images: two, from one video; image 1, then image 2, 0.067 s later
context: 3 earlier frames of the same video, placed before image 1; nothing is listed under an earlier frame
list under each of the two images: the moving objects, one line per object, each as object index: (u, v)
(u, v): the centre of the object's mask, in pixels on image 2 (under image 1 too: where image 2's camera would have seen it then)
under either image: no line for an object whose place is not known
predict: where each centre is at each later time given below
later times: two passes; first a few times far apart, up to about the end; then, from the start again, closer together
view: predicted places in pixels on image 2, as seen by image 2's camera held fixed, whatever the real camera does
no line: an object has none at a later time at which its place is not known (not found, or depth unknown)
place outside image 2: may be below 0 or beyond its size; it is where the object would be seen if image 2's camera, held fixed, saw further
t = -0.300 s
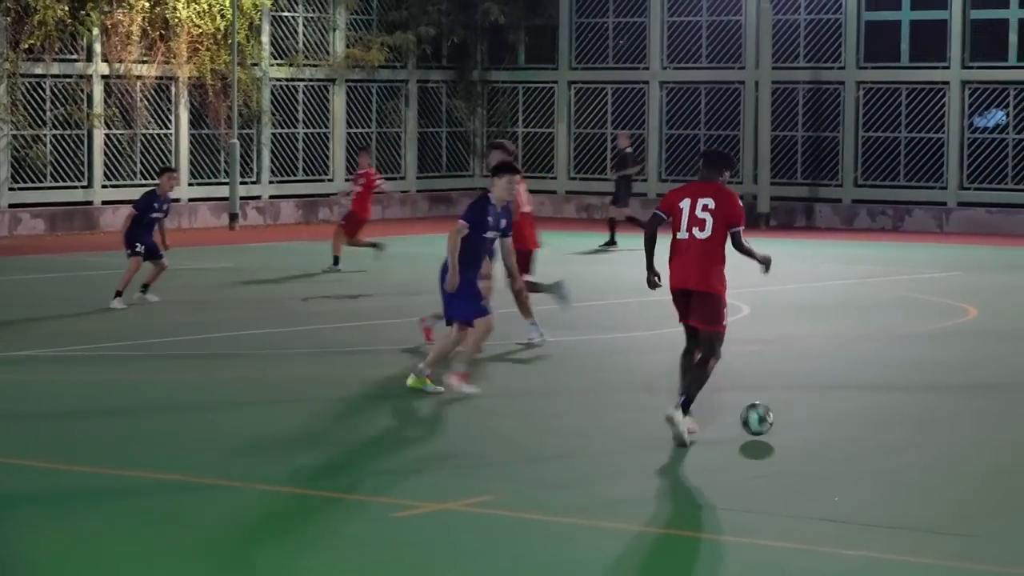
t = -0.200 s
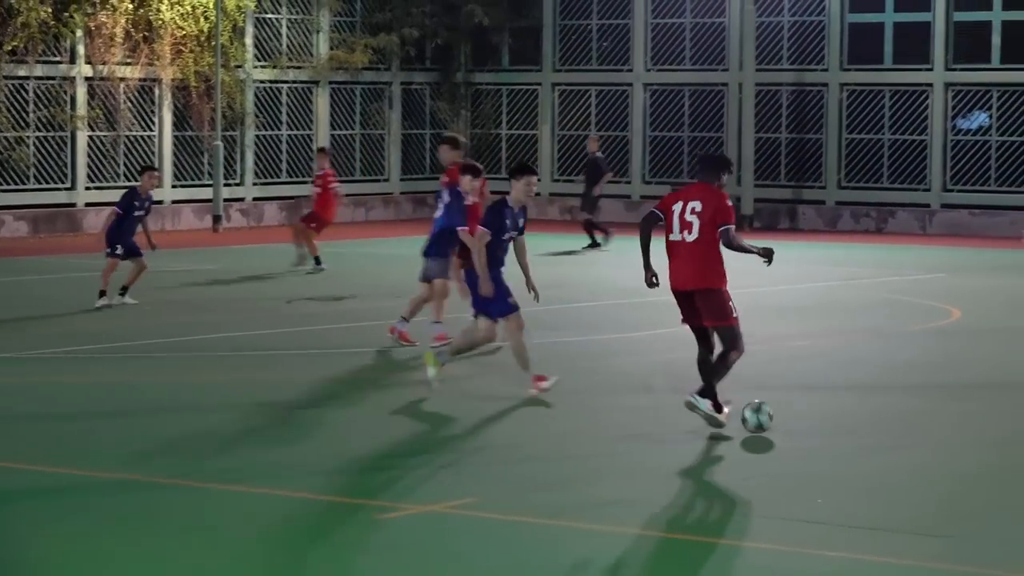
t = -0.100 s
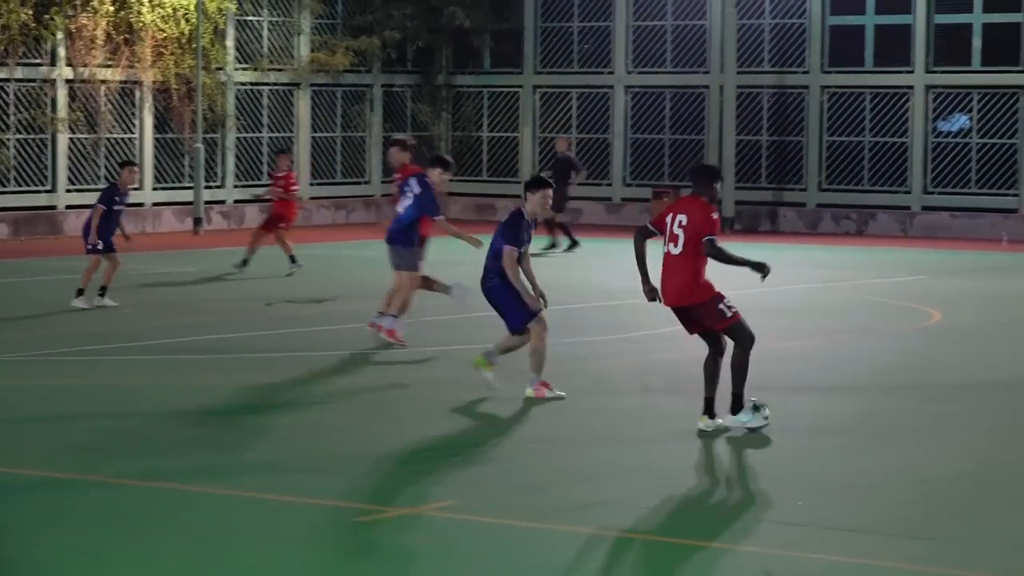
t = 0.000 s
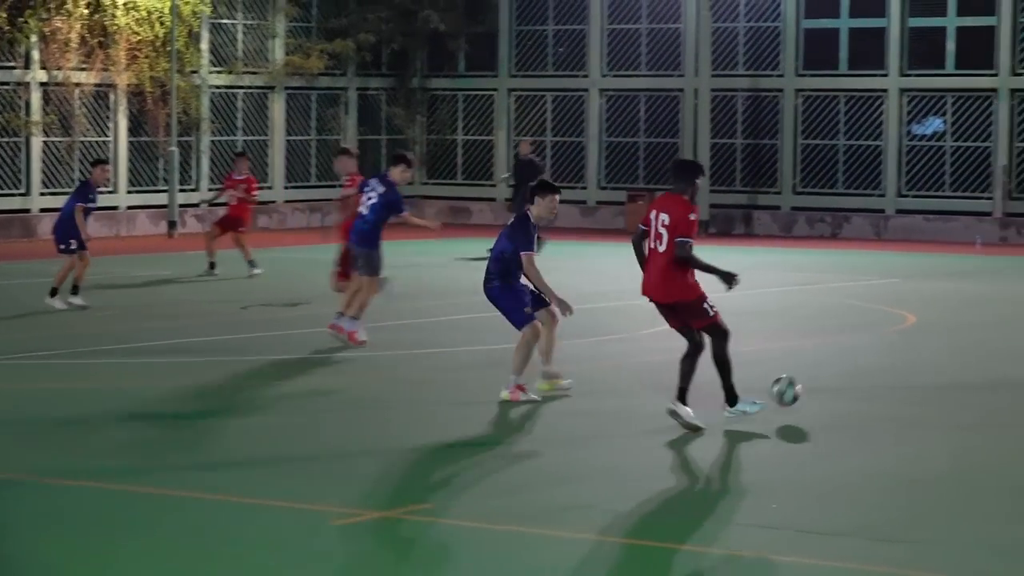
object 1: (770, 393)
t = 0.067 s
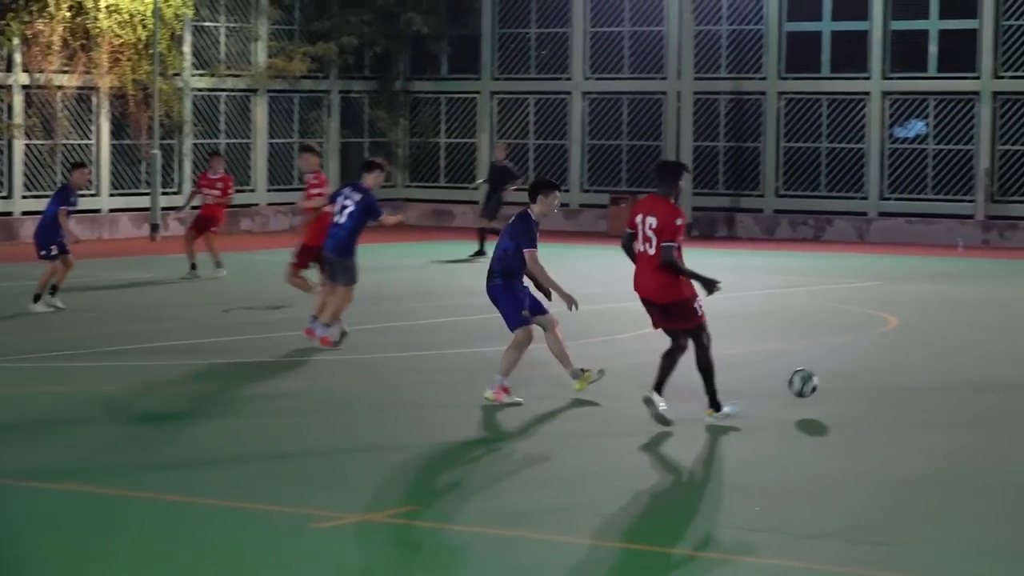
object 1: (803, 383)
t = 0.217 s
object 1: (866, 378)
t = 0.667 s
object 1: (993, 351)
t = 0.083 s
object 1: (810, 381)
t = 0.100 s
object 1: (818, 380)
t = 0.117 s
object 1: (825, 380)
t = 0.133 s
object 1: (833, 380)
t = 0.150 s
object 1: (841, 381)
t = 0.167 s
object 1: (848, 382)
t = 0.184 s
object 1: (855, 383)
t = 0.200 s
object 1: (861, 382)
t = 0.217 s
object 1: (866, 378)
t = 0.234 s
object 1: (871, 374)
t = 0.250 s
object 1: (876, 371)
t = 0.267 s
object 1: (881, 368)
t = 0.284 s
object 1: (885, 366)
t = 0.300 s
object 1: (890, 364)
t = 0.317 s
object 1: (895, 362)
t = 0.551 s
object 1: (960, 353)
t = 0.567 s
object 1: (965, 352)
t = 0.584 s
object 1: (970, 350)
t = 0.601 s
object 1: (975, 350)
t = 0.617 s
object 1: (979, 350)
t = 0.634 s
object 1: (984, 351)
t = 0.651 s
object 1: (988, 351)
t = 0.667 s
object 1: (993, 351)
